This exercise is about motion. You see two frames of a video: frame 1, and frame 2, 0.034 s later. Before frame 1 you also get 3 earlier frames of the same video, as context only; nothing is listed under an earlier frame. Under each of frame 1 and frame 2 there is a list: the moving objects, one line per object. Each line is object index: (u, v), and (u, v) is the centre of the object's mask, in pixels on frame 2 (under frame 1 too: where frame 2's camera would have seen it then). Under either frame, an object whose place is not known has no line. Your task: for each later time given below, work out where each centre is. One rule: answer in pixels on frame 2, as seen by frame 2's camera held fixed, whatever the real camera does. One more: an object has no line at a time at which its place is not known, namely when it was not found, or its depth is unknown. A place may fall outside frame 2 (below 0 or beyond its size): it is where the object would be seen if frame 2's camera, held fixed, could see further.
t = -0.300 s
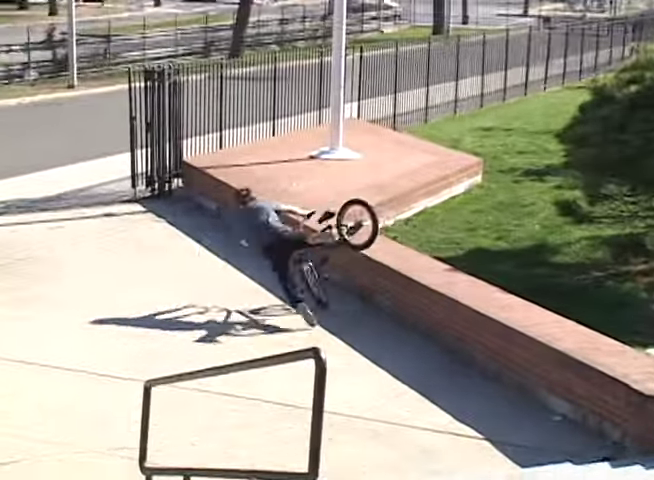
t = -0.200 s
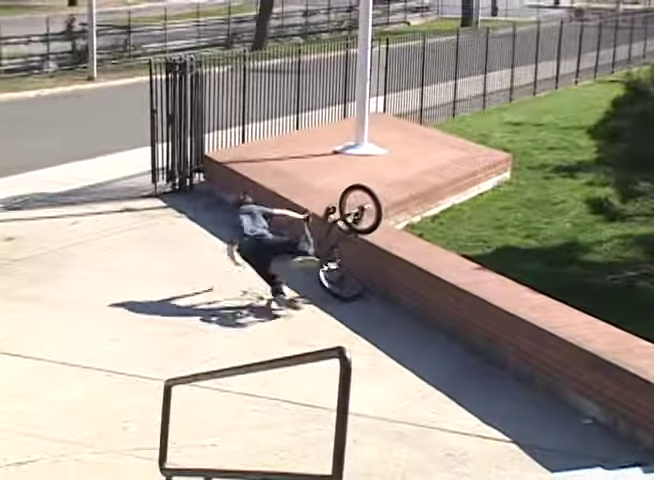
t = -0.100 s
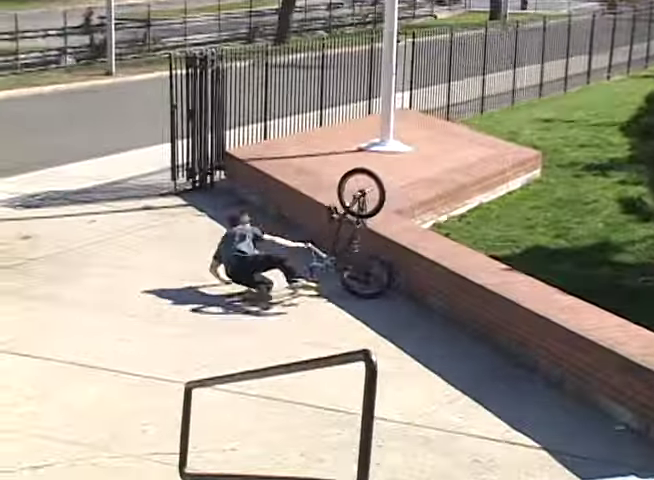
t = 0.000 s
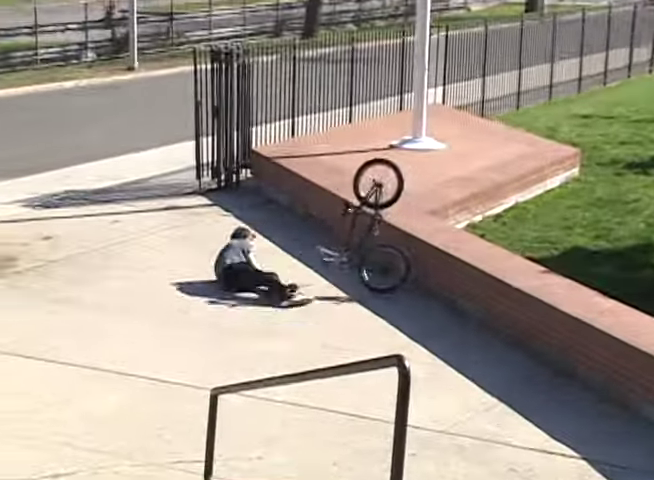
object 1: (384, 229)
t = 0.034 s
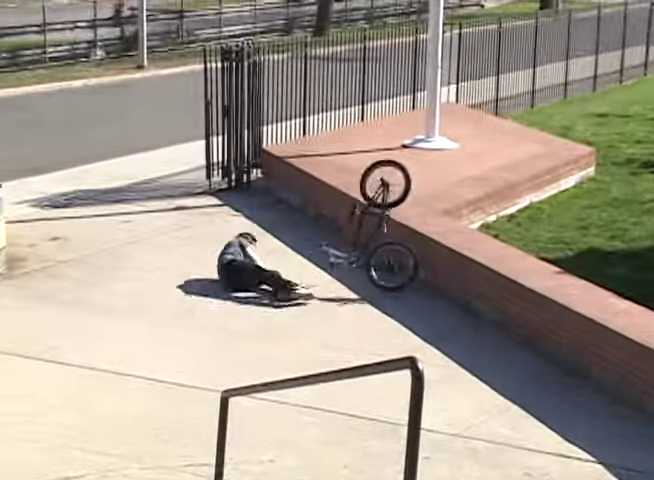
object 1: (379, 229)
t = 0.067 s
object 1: (373, 229)
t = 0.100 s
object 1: (370, 231)
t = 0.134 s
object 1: (366, 235)
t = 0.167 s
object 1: (363, 240)
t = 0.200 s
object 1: (360, 244)
